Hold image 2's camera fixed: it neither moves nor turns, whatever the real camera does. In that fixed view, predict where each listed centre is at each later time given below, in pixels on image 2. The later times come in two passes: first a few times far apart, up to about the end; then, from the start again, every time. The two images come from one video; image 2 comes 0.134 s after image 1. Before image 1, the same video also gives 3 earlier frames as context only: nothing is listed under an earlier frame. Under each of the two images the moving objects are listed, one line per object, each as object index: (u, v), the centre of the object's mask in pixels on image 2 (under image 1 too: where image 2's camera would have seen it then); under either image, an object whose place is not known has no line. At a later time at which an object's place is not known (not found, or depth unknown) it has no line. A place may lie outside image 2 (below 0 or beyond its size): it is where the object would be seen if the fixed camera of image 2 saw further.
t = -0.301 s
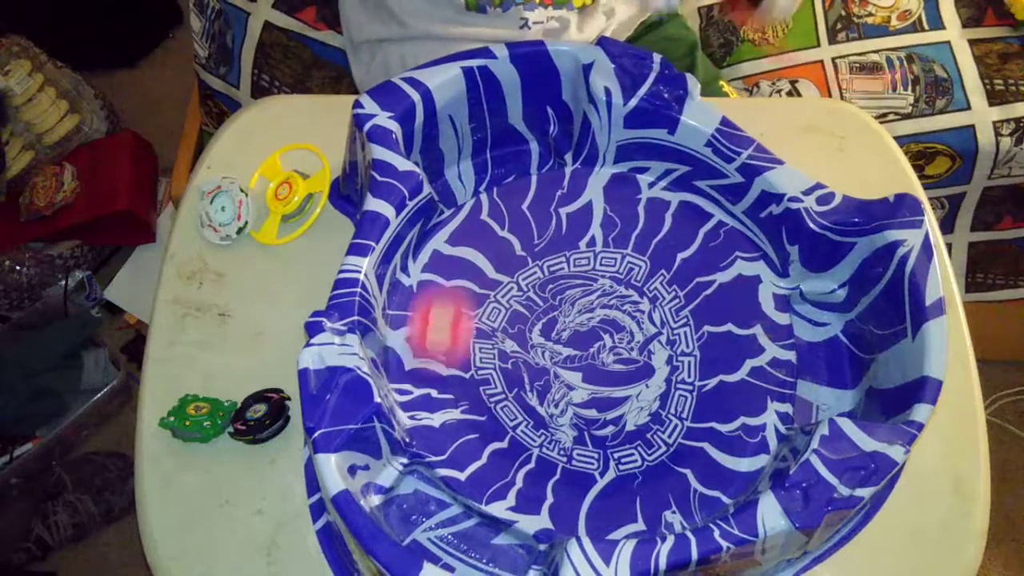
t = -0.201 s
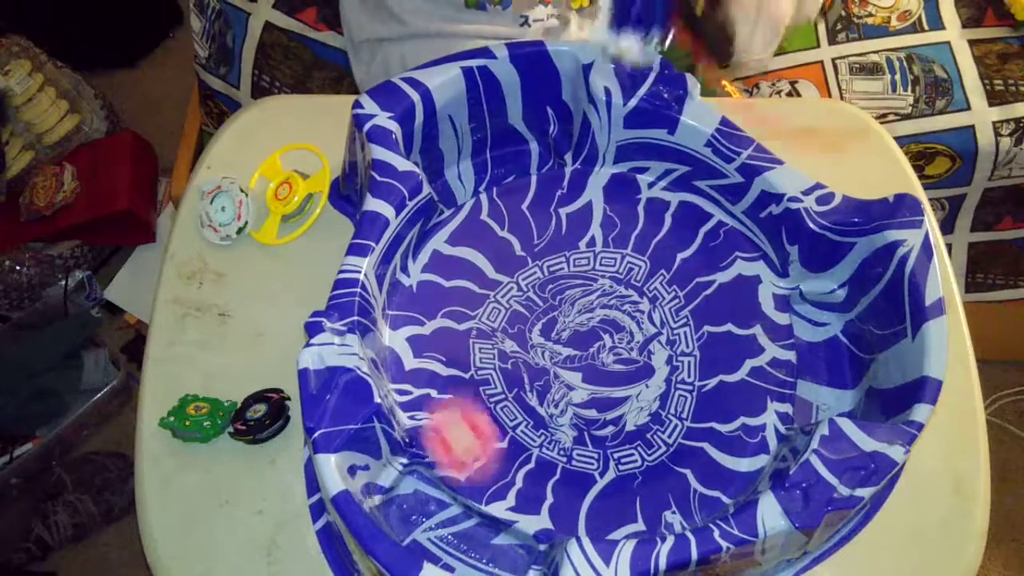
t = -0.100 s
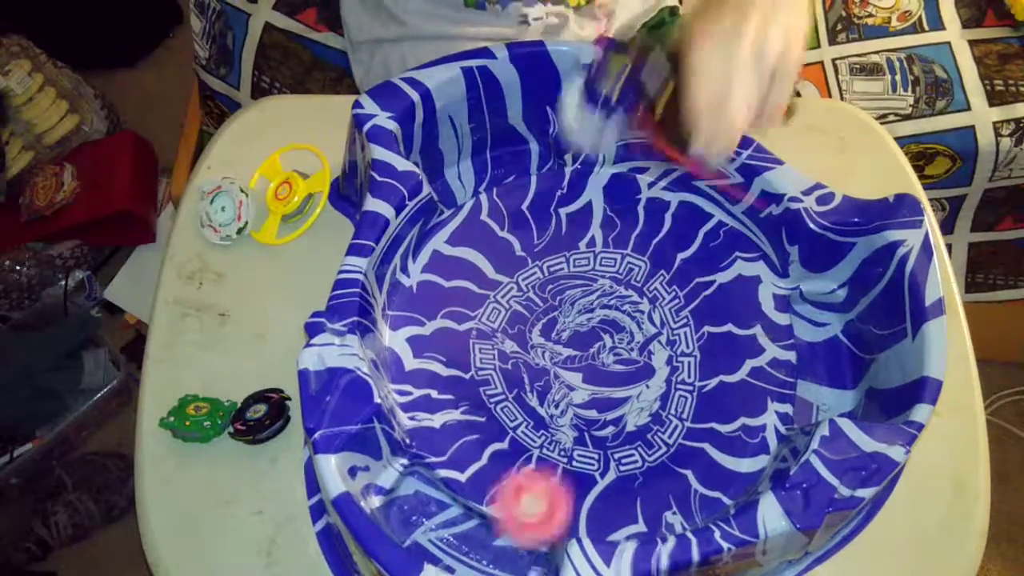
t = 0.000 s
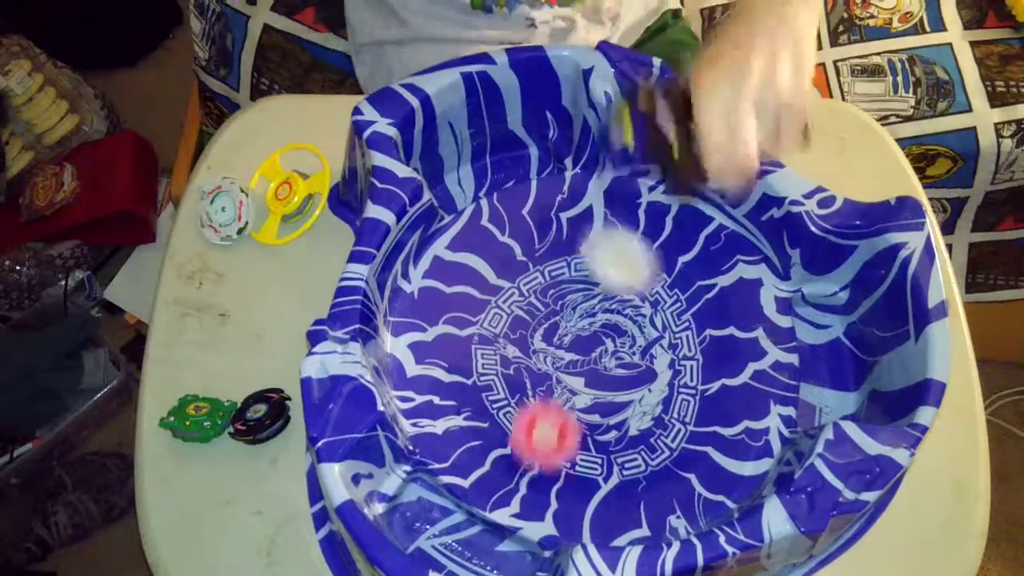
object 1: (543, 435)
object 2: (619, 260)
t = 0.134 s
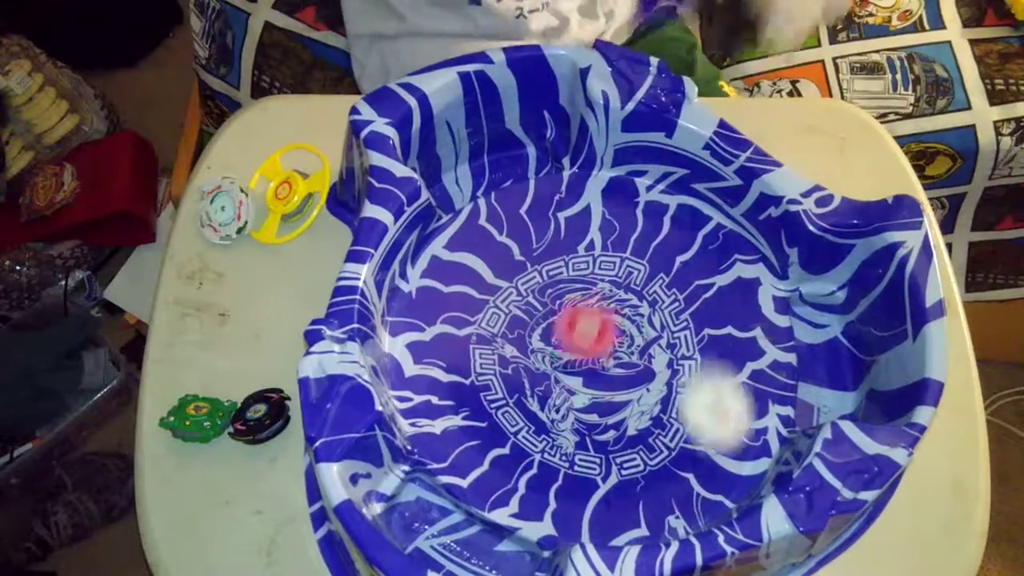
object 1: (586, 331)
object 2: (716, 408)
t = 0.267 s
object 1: (596, 258)
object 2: (625, 502)
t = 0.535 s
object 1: (514, 258)
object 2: (529, 444)
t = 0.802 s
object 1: (459, 402)
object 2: (635, 377)
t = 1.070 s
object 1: (623, 365)
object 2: (666, 465)
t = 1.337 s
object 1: (561, 225)
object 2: (580, 323)
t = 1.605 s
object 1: (441, 278)
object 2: (754, 288)
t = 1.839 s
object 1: (516, 404)
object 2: (821, 384)
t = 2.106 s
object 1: (706, 332)
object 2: (826, 353)
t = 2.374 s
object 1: (634, 202)
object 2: (612, 397)
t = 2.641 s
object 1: (502, 263)
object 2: (471, 340)
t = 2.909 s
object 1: (544, 371)
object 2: (428, 301)
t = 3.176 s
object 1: (676, 354)
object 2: (486, 287)
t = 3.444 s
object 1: (639, 235)
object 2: (594, 358)
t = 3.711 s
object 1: (526, 326)
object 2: (573, 453)
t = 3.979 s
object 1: (647, 431)
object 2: (506, 406)
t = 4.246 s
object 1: (718, 324)
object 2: (601, 339)
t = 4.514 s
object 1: (577, 277)
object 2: (704, 382)
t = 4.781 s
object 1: (523, 412)
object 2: (645, 432)
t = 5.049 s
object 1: (621, 475)
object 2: (621, 289)
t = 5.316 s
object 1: (643, 336)
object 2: (681, 229)
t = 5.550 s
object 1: (529, 281)
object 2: (679, 206)
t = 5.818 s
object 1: (449, 367)
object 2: (638, 245)
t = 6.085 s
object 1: (569, 421)
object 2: (558, 315)
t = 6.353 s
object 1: (645, 314)
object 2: (485, 317)
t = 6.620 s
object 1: (559, 235)
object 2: (484, 326)
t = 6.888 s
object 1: (496, 311)
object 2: (531, 379)
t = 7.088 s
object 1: (544, 366)
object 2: (566, 432)
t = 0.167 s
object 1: (592, 311)
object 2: (705, 438)
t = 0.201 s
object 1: (596, 291)
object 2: (691, 469)
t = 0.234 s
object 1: (598, 273)
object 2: (666, 497)
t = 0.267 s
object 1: (596, 258)
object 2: (625, 502)
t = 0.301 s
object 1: (593, 247)
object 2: (582, 504)
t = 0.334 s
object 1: (588, 239)
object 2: (537, 500)
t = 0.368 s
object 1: (580, 235)
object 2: (497, 491)
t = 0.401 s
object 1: (570, 234)
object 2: (459, 476)
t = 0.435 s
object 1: (556, 235)
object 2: (443, 459)
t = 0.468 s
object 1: (544, 241)
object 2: (474, 455)
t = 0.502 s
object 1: (531, 249)
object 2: (506, 454)
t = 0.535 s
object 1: (514, 258)
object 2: (529, 444)
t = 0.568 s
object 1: (495, 269)
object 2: (545, 431)
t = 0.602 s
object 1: (477, 282)
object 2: (558, 413)
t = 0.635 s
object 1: (459, 300)
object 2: (565, 401)
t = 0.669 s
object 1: (448, 321)
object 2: (573, 386)
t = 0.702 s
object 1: (442, 338)
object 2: (583, 379)
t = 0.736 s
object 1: (441, 363)
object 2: (599, 374)
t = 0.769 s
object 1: (446, 380)
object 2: (614, 373)
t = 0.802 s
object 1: (459, 402)
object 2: (635, 377)
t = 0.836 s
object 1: (478, 417)
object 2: (652, 384)
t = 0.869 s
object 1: (504, 432)
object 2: (665, 395)
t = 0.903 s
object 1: (533, 442)
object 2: (675, 411)
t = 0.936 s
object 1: (568, 444)
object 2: (679, 431)
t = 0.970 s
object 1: (600, 439)
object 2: (678, 452)
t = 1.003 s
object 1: (615, 421)
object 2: (688, 479)
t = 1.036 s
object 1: (621, 394)
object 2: (685, 481)
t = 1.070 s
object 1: (623, 365)
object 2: (666, 465)
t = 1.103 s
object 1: (629, 344)
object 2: (646, 456)
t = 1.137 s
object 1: (631, 320)
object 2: (625, 440)
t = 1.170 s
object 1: (629, 300)
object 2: (601, 426)
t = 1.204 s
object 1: (623, 278)
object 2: (586, 408)
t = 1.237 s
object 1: (614, 261)
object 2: (576, 387)
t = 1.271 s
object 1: (599, 245)
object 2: (571, 363)
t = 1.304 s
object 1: (582, 234)
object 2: (572, 345)
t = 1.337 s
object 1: (561, 225)
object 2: (580, 323)
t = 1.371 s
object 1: (541, 224)
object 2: (592, 305)
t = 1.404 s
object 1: (517, 224)
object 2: (608, 288)
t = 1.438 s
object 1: (497, 229)
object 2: (629, 275)
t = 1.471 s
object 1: (479, 234)
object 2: (654, 268)
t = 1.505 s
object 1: (462, 244)
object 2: (680, 265)
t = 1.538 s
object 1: (452, 252)
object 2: (703, 268)
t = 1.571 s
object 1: (445, 264)
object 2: (730, 276)
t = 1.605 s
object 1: (441, 278)
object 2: (754, 288)
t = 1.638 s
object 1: (440, 292)
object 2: (776, 302)
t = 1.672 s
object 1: (442, 307)
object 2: (795, 315)
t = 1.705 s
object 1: (447, 326)
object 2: (808, 332)
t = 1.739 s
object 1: (456, 347)
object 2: (824, 347)
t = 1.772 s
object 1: (472, 369)
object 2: (847, 354)
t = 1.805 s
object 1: (491, 389)
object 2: (838, 365)
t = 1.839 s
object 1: (516, 404)
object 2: (821, 384)
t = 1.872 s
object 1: (548, 414)
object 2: (818, 388)
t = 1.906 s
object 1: (579, 420)
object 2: (822, 384)
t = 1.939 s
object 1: (609, 417)
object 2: (829, 379)
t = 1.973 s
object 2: (835, 377)
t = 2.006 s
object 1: (661, 396)
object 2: (836, 376)
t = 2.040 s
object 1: (681, 378)
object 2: (833, 367)
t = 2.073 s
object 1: (698, 356)
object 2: (841, 359)
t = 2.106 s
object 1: (706, 332)
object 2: (826, 353)
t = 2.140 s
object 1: (711, 309)
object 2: (803, 350)
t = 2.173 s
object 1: (711, 284)
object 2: (775, 355)
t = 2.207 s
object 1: (704, 260)
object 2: (749, 362)
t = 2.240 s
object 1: (699, 240)
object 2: (723, 373)
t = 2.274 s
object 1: (690, 220)
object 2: (695, 383)
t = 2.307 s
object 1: (676, 208)
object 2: (666, 392)
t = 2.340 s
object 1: (654, 204)
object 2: (638, 396)
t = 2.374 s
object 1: (634, 202)
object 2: (612, 397)
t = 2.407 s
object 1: (612, 202)
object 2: (590, 392)
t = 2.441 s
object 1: (592, 205)
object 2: (568, 384)
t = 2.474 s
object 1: (566, 213)
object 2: (548, 375)
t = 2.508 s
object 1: (545, 226)
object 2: (530, 362)
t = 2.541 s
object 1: (525, 242)
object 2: (516, 350)
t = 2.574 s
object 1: (508, 261)
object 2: (502, 333)
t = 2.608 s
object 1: (502, 264)
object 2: (486, 335)
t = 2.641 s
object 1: (502, 263)
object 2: (471, 340)
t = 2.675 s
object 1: (502, 266)
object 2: (459, 339)
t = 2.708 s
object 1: (503, 275)
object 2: (450, 335)
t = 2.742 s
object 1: (505, 290)
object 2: (442, 329)
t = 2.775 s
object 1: (505, 307)
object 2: (433, 322)
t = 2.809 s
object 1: (509, 324)
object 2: (424, 314)
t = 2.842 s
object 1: (518, 343)
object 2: (419, 308)
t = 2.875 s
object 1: (528, 357)
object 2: (424, 304)
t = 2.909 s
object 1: (544, 371)
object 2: (428, 301)
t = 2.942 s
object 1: (560, 380)
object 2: (431, 298)
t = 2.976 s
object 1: (576, 385)
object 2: (433, 295)
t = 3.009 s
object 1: (594, 389)
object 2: (436, 292)
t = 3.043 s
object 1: (613, 388)
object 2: (441, 291)
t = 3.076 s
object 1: (630, 385)
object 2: (449, 292)
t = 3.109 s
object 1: (647, 378)
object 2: (460, 289)
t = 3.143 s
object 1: (664, 368)
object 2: (472, 287)
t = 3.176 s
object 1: (676, 354)
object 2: (486, 287)
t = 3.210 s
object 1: (684, 336)
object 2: (503, 288)
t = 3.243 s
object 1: (689, 318)
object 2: (520, 291)
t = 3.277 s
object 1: (690, 300)
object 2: (536, 297)
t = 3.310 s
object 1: (686, 284)
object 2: (551, 305)
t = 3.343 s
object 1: (680, 268)
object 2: (566, 316)
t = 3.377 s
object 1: (670, 254)
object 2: (577, 330)
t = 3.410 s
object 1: (655, 243)
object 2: (585, 343)
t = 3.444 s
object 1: (639, 235)
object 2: (594, 358)
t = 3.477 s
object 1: (622, 232)
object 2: (602, 373)
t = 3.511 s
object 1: (601, 233)
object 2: (608, 388)
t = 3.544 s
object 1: (581, 240)
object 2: (611, 403)
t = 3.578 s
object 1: (564, 250)
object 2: (609, 417)
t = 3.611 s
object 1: (548, 265)
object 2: (603, 428)
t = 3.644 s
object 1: (537, 284)
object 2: (595, 439)
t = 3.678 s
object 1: (528, 304)
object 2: (585, 447)
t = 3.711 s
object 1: (526, 326)
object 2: (573, 453)
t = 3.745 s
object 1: (527, 349)
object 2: (562, 455)
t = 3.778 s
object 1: (533, 369)
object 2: (549, 456)
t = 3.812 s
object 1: (545, 388)
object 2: (538, 453)
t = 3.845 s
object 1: (561, 401)
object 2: (526, 448)
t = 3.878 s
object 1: (582, 418)
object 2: (516, 439)
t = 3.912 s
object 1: (603, 427)
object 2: (509, 429)
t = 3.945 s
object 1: (624, 430)
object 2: (507, 418)
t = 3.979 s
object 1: (647, 431)
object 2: (506, 406)
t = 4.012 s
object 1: (671, 426)
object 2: (509, 393)
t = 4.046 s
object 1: (688, 417)
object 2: (515, 379)
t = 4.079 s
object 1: (702, 405)
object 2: (525, 368)
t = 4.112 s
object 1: (713, 390)
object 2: (536, 357)
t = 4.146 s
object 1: (720, 374)
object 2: (552, 349)
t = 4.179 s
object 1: (723, 357)
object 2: (567, 345)
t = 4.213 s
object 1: (722, 340)
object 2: (585, 341)
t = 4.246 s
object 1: (718, 324)
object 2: (601, 339)
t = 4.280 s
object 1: (709, 306)
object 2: (618, 336)
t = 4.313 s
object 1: (698, 292)
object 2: (634, 336)
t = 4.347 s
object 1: (680, 279)
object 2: (650, 337)
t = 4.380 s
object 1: (663, 271)
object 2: (666, 342)
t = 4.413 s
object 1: (642, 266)
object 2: (679, 350)
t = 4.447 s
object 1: (623, 266)
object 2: (689, 359)
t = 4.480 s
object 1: (598, 269)
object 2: (697, 370)
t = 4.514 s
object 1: (577, 277)
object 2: (704, 382)
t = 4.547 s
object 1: (560, 287)
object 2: (705, 392)
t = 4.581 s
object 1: (543, 301)
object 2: (704, 403)
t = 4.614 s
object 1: (529, 318)
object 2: (701, 413)
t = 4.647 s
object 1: (521, 335)
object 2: (695, 421)
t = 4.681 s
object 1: (516, 355)
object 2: (686, 428)
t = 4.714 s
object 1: (514, 374)
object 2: (675, 433)
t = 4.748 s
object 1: (516, 393)
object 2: (661, 434)
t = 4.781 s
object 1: (523, 412)
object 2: (645, 432)
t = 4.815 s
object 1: (536, 429)
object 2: (630, 426)
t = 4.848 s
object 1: (551, 442)
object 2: (618, 416)
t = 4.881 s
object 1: (560, 468)
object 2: (612, 391)
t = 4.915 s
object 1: (568, 496)
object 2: (611, 363)
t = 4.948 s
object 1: (580, 508)
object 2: (611, 341)
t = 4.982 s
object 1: (594, 500)
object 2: (613, 318)
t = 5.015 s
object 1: (606, 489)
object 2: (616, 302)
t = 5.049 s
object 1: (621, 475)
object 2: (621, 289)
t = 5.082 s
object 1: (636, 462)
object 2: (629, 276)
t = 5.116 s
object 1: (648, 448)
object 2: (637, 265)
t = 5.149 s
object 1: (659, 432)
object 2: (645, 256)
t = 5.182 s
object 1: (664, 415)
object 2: (654, 248)
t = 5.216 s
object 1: (665, 395)
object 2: (662, 241)
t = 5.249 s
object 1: (662, 374)
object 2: (669, 237)
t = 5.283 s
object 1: (654, 355)
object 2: (676, 233)
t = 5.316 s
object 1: (643, 336)
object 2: (681, 229)
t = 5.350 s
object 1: (631, 319)
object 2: (684, 226)
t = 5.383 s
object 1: (618, 307)
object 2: (687, 221)
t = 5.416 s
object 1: (603, 296)
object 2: (687, 217)
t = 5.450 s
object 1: (586, 288)
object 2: (686, 214)
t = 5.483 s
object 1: (567, 283)
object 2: (685, 211)
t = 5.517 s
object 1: (548, 280)
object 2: (682, 208)
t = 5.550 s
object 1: (529, 281)
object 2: (679, 206)
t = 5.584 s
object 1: (512, 284)
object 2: (675, 207)
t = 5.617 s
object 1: (495, 291)
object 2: (669, 209)
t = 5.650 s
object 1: (479, 300)
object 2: (663, 211)
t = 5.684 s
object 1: (466, 310)
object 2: (657, 214)
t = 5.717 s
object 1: (457, 324)
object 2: (651, 219)
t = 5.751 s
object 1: (450, 336)
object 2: (646, 225)
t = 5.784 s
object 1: (448, 352)
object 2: (642, 235)
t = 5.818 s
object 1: (449, 367)
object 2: (638, 245)
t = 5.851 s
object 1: (454, 379)
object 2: (633, 256)
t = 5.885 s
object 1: (463, 392)
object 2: (627, 266)
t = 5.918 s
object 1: (475, 403)
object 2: (618, 278)
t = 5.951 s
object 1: (490, 411)
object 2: (607, 289)
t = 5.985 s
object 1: (507, 417)
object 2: (596, 300)
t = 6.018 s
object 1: (526, 423)
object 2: (584, 305)
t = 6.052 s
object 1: (547, 424)
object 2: (572, 310)
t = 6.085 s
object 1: (569, 421)
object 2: (558, 315)
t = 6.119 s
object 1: (590, 415)
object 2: (544, 318)
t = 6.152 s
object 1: (607, 405)
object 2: (533, 321)
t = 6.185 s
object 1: (622, 391)
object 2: (520, 320)
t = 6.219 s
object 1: (632, 378)
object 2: (510, 321)
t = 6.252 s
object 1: (640, 362)
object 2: (502, 320)
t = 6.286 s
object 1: (644, 346)
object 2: (495, 318)
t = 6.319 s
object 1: (646, 329)
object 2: (489, 317)
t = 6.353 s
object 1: (645, 314)
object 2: (485, 317)
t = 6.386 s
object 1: (641, 296)
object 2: (480, 317)
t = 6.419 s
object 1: (635, 281)
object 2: (476, 317)
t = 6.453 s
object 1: (625, 267)
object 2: (474, 317)
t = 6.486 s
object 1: (615, 256)
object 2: (474, 318)
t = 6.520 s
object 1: (601, 247)
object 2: (474, 318)
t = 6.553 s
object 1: (588, 240)
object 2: (475, 320)
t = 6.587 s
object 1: (574, 236)
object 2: (479, 322)
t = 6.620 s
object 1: (559, 235)
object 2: (484, 326)
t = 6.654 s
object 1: (545, 237)
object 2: (489, 331)
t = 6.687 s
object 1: (532, 242)
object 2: (495, 337)
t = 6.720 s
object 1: (520, 249)
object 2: (500, 343)
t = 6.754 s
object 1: (510, 259)
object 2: (506, 351)
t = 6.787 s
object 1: (502, 271)
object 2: (512, 356)
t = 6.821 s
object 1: (499, 285)
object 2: (518, 362)
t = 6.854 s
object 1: (497, 300)
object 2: (523, 368)
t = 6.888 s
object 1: (496, 311)
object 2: (531, 379)
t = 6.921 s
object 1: (498, 319)
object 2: (542, 393)
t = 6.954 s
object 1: (502, 329)
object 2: (550, 403)
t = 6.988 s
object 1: (509, 343)
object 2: (555, 412)
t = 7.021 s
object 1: (520, 353)
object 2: (559, 420)
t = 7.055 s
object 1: (530, 360)
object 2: (563, 426)
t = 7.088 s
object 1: (544, 366)
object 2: (566, 432)
